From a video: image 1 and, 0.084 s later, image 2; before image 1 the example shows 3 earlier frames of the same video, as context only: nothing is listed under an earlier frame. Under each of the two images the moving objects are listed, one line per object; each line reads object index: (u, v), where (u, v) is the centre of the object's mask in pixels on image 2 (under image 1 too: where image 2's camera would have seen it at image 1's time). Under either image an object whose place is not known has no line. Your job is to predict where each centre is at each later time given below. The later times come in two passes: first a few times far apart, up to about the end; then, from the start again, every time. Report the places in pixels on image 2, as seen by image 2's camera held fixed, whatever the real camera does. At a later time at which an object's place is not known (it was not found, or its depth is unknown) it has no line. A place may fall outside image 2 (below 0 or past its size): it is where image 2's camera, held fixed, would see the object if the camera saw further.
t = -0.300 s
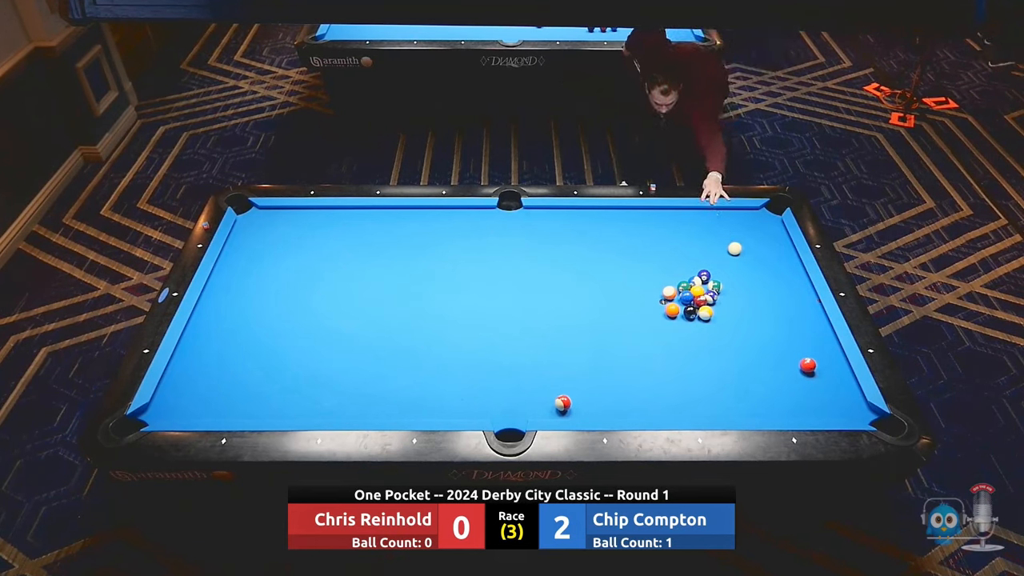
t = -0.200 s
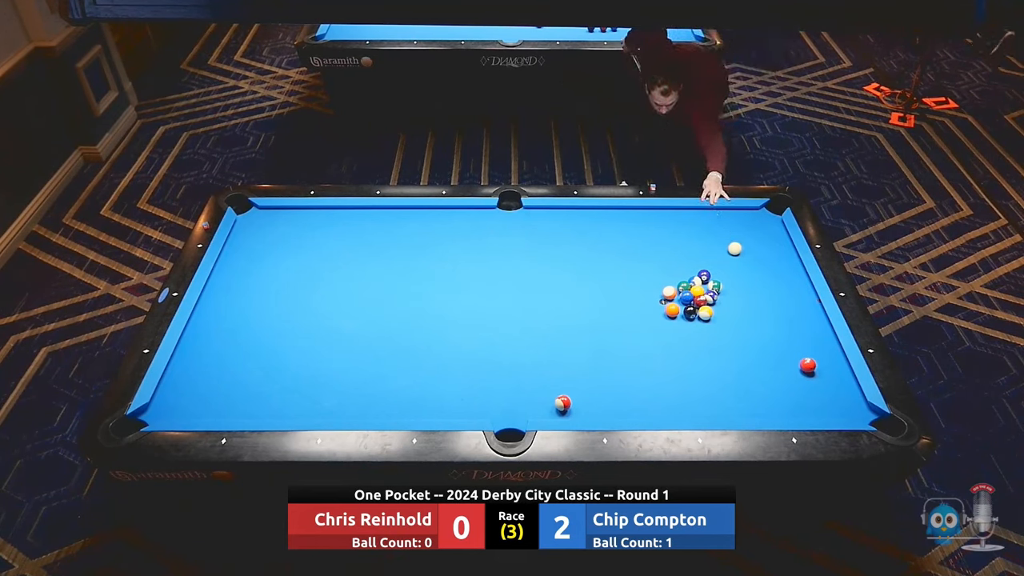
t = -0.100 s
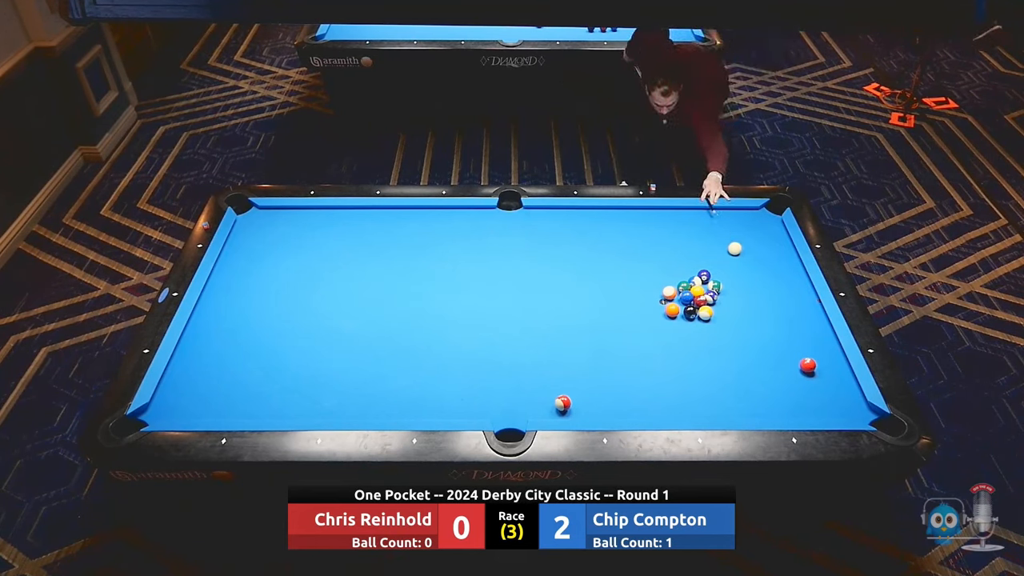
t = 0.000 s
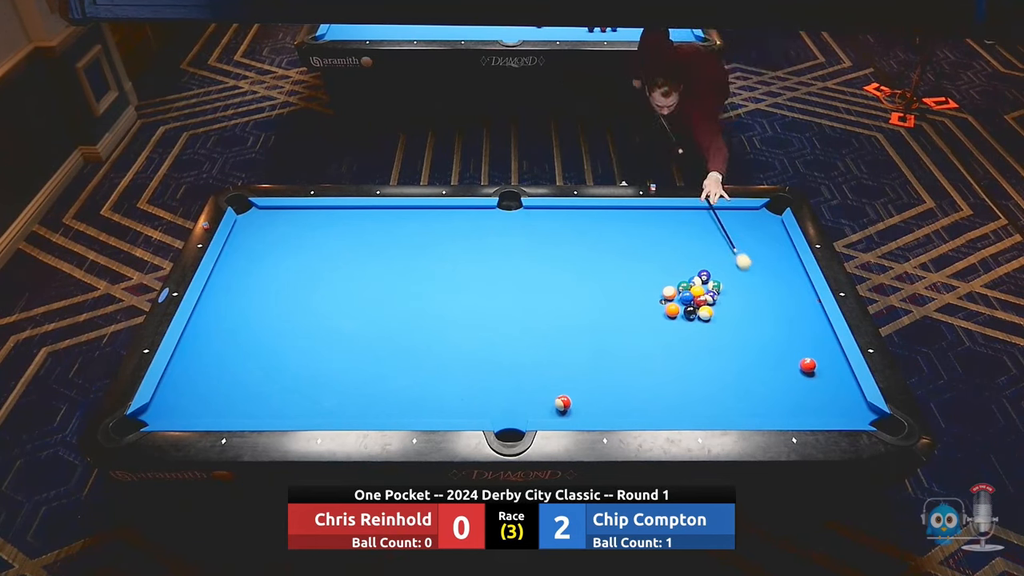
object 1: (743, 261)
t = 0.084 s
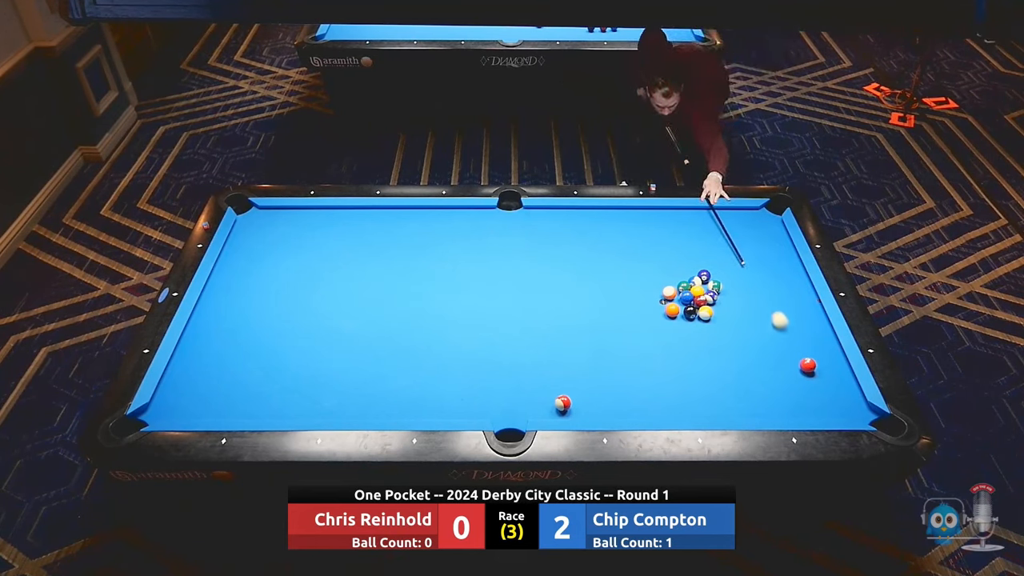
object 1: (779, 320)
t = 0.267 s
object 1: (801, 356)
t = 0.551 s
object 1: (802, 359)
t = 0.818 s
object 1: (802, 360)
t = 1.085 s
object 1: (803, 360)
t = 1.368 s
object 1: (803, 361)
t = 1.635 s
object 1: (803, 361)
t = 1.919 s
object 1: (803, 361)
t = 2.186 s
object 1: (803, 361)
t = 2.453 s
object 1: (803, 361)
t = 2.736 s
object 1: (803, 361)
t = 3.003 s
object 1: (803, 361)
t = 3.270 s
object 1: (803, 361)
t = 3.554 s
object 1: (803, 361)
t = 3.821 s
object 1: (803, 361)
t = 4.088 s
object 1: (803, 361)
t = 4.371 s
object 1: (803, 361)
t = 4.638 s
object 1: (803, 361)
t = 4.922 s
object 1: (803, 361)
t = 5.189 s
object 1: (803, 361)
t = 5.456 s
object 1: (803, 361)
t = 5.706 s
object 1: (803, 361)
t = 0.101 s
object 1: (787, 333)
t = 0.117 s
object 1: (795, 346)
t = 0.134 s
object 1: (800, 354)
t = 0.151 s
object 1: (800, 355)
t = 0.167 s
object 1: (800, 355)
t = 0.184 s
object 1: (800, 355)
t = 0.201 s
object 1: (801, 355)
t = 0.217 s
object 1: (801, 355)
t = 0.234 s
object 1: (801, 356)
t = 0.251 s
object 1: (801, 356)
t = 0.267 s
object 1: (801, 356)
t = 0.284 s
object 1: (801, 356)
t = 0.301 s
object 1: (801, 356)
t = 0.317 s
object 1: (801, 357)
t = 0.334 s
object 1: (801, 357)
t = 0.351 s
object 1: (801, 357)
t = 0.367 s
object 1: (801, 357)
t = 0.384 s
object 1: (801, 357)
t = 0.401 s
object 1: (801, 358)
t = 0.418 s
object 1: (802, 358)
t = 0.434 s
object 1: (802, 358)
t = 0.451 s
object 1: (802, 358)
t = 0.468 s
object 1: (802, 358)
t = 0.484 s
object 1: (802, 358)
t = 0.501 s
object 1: (802, 358)
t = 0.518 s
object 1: (802, 359)
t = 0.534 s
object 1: (802, 359)
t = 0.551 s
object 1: (802, 359)
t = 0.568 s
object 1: (802, 359)
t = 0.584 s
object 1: (802, 359)
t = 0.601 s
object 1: (802, 359)
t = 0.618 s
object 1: (802, 359)
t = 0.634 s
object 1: (802, 359)
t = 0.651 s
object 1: (802, 359)
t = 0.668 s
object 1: (802, 359)
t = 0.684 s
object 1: (802, 360)
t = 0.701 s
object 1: (802, 360)
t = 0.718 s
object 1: (802, 360)
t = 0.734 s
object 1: (802, 360)
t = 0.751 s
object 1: (802, 360)
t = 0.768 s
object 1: (802, 360)
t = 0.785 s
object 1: (802, 360)
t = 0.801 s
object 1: (802, 360)
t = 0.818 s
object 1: (802, 360)
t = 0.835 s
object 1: (802, 360)
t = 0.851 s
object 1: (802, 360)
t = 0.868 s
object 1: (802, 360)
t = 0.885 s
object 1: (802, 360)
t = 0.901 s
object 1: (802, 360)
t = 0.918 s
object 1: (802, 360)
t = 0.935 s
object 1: (802, 360)
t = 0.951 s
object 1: (802, 360)
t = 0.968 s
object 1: (802, 360)
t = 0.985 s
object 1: (802, 360)
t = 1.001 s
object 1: (802, 360)
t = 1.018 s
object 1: (802, 360)
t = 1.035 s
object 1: (802, 360)
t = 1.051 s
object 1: (802, 360)
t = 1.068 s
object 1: (803, 360)
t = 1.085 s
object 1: (803, 360)
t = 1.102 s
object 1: (803, 361)
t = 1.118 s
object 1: (803, 361)
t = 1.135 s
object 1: (803, 361)
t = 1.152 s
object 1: (803, 361)
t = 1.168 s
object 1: (803, 361)
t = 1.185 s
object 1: (803, 361)
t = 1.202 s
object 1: (803, 361)
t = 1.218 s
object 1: (803, 361)
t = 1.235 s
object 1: (803, 361)
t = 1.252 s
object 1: (803, 361)
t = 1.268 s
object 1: (803, 361)
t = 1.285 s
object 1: (803, 361)
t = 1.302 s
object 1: (803, 361)
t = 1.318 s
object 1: (803, 361)
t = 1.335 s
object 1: (803, 361)
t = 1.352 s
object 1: (803, 361)
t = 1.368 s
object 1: (803, 361)
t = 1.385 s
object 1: (803, 361)
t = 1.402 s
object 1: (803, 361)
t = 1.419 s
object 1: (803, 361)
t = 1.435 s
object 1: (803, 361)
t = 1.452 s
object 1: (803, 361)
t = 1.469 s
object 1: (803, 361)
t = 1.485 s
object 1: (803, 361)
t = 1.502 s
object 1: (803, 361)
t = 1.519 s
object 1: (803, 361)
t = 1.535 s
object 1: (803, 361)
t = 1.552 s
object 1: (803, 361)
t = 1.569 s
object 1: (803, 361)
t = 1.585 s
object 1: (803, 361)
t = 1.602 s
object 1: (803, 361)
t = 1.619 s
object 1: (803, 361)
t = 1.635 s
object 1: (803, 361)
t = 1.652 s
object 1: (803, 361)
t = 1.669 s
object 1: (803, 361)
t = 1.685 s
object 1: (803, 361)
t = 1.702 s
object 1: (803, 361)
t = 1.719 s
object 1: (803, 361)
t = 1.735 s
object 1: (803, 361)
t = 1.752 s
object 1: (803, 361)
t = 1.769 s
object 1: (803, 361)
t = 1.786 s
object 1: (803, 361)
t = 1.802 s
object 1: (803, 361)
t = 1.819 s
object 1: (803, 361)
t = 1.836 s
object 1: (803, 361)
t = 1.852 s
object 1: (803, 361)
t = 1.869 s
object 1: (803, 361)
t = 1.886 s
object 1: (803, 361)
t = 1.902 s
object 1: (803, 361)
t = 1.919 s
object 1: (803, 361)
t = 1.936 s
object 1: (803, 361)
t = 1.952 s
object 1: (803, 361)
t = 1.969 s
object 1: (803, 361)
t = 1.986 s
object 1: (803, 361)
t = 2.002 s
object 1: (803, 361)
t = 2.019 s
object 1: (803, 361)
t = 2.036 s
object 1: (803, 361)
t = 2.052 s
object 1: (803, 361)
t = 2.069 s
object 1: (803, 361)
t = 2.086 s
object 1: (803, 361)
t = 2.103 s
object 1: (803, 361)
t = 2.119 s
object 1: (803, 361)
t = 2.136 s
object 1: (803, 361)
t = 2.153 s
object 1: (803, 361)
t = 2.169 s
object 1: (803, 361)
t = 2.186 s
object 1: (803, 361)
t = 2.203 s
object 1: (803, 361)
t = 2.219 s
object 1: (803, 361)
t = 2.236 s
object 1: (803, 361)
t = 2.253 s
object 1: (803, 361)
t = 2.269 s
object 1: (803, 361)
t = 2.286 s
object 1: (803, 361)
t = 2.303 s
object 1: (803, 361)
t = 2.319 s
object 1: (803, 361)
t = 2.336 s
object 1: (803, 361)
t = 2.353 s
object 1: (803, 361)
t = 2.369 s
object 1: (803, 361)
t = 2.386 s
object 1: (803, 361)
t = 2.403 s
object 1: (803, 361)
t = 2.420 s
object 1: (803, 361)
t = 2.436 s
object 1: (803, 361)
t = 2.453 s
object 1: (803, 361)
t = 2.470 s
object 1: (803, 361)
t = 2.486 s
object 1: (803, 361)
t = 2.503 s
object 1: (803, 361)
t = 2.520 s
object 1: (803, 361)
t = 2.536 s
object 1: (803, 361)
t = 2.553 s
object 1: (803, 361)
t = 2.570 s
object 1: (803, 361)
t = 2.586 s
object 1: (803, 361)
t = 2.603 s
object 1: (803, 361)
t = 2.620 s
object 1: (803, 361)
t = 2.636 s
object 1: (803, 361)
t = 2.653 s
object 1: (803, 361)
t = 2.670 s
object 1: (803, 361)
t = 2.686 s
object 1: (803, 361)
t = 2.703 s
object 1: (803, 361)
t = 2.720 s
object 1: (803, 361)
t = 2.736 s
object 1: (803, 361)
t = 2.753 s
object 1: (803, 361)
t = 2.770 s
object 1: (803, 361)
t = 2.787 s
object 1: (803, 361)
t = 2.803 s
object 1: (803, 361)
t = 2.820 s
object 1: (803, 361)
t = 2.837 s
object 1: (803, 361)
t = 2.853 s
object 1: (803, 361)
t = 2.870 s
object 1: (803, 361)
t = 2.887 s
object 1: (803, 361)
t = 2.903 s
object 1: (803, 361)
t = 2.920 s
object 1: (803, 361)
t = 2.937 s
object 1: (803, 361)
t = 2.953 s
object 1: (803, 361)
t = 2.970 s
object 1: (803, 361)
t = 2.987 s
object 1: (803, 361)
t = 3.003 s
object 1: (803, 361)
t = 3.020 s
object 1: (803, 361)
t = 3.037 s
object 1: (803, 361)
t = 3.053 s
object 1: (803, 361)
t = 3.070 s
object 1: (803, 361)
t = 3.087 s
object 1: (803, 361)
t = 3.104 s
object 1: (803, 361)
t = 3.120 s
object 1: (803, 361)
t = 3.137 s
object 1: (803, 361)
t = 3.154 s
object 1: (803, 361)
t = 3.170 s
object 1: (803, 361)
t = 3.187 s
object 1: (803, 361)
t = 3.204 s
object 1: (803, 361)
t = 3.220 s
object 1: (803, 361)
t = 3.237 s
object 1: (803, 361)
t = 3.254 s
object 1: (803, 361)
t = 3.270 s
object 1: (803, 361)
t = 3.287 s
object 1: (803, 361)
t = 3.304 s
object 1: (803, 361)
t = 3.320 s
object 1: (803, 361)
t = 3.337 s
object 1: (803, 361)
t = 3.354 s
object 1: (803, 361)
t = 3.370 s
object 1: (803, 361)
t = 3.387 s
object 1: (803, 361)
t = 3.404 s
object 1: (803, 361)
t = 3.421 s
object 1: (803, 361)
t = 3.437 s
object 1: (803, 361)
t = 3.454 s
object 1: (803, 361)
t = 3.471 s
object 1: (803, 361)
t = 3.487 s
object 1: (803, 361)
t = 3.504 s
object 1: (803, 361)
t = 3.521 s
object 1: (803, 361)
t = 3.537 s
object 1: (803, 361)
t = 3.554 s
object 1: (803, 361)
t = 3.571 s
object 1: (803, 361)
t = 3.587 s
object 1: (803, 361)
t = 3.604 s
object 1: (803, 361)
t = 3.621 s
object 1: (803, 361)
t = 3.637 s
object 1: (803, 361)
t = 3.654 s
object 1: (803, 361)
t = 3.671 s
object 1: (803, 361)
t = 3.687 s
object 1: (803, 361)
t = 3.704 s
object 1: (803, 361)
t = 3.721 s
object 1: (803, 361)
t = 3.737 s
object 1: (803, 361)
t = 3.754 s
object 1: (803, 361)
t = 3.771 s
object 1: (803, 361)
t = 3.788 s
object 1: (803, 361)
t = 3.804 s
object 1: (803, 361)
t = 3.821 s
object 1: (803, 361)
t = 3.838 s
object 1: (803, 361)
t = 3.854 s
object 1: (803, 361)
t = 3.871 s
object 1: (803, 361)
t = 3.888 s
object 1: (803, 361)
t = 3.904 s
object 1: (803, 361)
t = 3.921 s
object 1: (803, 361)
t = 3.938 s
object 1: (803, 361)
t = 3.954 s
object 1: (803, 361)
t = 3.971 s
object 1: (803, 361)
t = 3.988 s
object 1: (803, 361)
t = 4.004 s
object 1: (803, 361)
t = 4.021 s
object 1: (803, 361)
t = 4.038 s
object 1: (803, 361)
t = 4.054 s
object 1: (803, 361)
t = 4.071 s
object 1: (803, 361)
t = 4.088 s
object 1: (803, 361)
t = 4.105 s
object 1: (803, 361)
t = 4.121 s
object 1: (803, 361)
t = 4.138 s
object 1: (803, 361)
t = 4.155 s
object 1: (803, 361)
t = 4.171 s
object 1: (803, 361)
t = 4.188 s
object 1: (803, 361)
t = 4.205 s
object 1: (803, 361)
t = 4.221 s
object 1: (803, 361)
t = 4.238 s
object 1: (803, 361)
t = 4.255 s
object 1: (803, 361)
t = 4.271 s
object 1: (803, 361)
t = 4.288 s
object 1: (803, 361)
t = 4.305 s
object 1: (803, 361)
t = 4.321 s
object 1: (803, 361)
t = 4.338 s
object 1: (803, 361)
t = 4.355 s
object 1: (803, 361)
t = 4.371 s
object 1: (803, 361)
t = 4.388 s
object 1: (803, 361)
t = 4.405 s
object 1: (803, 361)
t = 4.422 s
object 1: (803, 361)
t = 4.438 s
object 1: (803, 361)
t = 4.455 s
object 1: (803, 361)
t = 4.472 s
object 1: (803, 361)
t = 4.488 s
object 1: (803, 361)
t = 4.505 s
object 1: (803, 361)
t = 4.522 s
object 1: (803, 361)
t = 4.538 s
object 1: (803, 361)
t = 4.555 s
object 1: (803, 361)
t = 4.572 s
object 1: (803, 361)
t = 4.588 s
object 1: (803, 361)
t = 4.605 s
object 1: (803, 361)
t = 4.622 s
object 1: (803, 361)
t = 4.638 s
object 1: (803, 361)
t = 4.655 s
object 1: (803, 361)
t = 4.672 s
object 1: (803, 361)
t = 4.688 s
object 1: (803, 361)
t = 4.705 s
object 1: (803, 361)
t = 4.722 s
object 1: (803, 361)
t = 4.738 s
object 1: (803, 361)
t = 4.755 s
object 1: (803, 361)
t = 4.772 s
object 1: (803, 361)
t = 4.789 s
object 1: (803, 361)
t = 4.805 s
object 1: (803, 361)
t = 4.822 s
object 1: (803, 361)
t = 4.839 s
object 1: (803, 361)
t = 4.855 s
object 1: (803, 361)
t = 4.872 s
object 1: (803, 361)
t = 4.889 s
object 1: (803, 361)
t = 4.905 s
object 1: (803, 361)
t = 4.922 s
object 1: (803, 361)
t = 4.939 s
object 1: (803, 361)
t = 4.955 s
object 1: (803, 361)
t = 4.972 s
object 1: (803, 361)
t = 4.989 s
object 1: (803, 361)
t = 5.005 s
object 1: (803, 361)
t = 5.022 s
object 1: (803, 361)
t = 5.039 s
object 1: (803, 361)
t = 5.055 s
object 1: (803, 361)
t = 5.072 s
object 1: (803, 361)
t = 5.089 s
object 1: (803, 361)
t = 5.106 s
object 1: (803, 361)
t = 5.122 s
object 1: (803, 361)
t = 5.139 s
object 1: (803, 361)
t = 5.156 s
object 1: (803, 361)
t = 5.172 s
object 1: (803, 361)
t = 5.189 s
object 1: (803, 361)
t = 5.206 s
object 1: (803, 361)
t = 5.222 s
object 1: (803, 361)
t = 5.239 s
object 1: (803, 361)
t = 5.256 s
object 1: (803, 361)
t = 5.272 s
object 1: (803, 361)
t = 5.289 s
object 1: (803, 361)
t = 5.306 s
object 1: (803, 361)
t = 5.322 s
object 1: (803, 361)
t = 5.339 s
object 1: (803, 361)
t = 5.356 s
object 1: (803, 361)
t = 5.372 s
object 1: (803, 361)
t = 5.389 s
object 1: (803, 361)
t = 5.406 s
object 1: (803, 361)
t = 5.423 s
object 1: (803, 361)
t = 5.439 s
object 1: (803, 361)
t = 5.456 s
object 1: (803, 361)
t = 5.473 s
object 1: (803, 361)
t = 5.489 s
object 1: (803, 361)
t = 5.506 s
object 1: (803, 361)
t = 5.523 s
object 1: (803, 361)
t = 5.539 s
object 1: (803, 361)
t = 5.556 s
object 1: (803, 361)
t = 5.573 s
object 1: (803, 361)
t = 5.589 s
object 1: (803, 361)
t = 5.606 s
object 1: (803, 361)
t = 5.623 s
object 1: (803, 361)
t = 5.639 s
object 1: (803, 361)
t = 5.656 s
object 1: (803, 361)
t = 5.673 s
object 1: (803, 361)
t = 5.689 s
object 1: (803, 361)
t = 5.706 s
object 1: (803, 361)
